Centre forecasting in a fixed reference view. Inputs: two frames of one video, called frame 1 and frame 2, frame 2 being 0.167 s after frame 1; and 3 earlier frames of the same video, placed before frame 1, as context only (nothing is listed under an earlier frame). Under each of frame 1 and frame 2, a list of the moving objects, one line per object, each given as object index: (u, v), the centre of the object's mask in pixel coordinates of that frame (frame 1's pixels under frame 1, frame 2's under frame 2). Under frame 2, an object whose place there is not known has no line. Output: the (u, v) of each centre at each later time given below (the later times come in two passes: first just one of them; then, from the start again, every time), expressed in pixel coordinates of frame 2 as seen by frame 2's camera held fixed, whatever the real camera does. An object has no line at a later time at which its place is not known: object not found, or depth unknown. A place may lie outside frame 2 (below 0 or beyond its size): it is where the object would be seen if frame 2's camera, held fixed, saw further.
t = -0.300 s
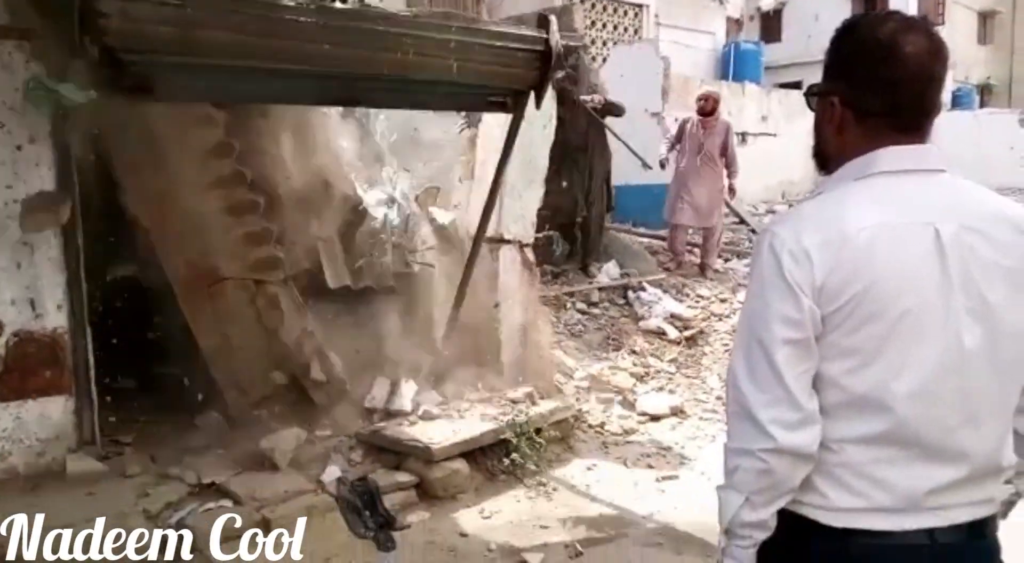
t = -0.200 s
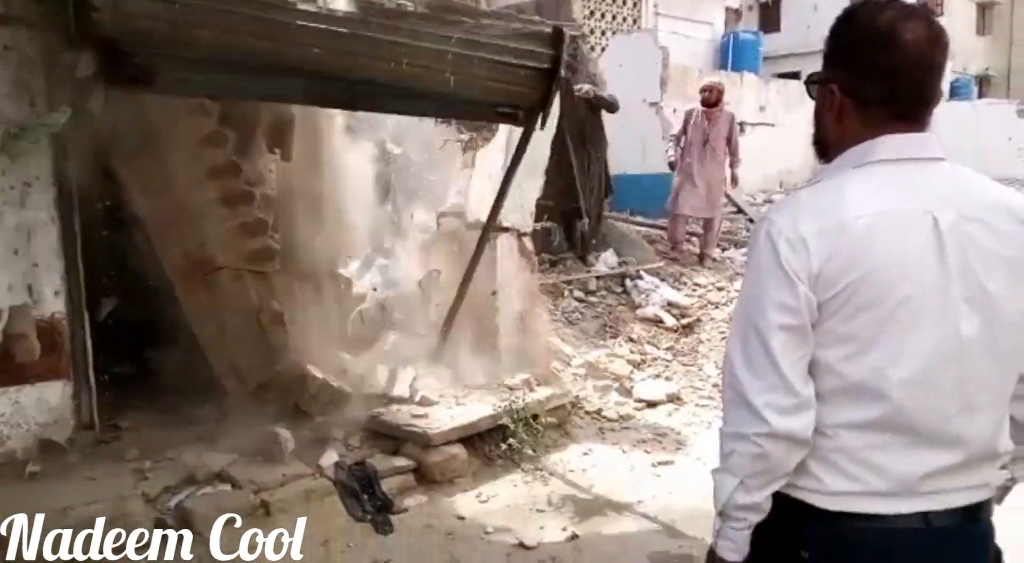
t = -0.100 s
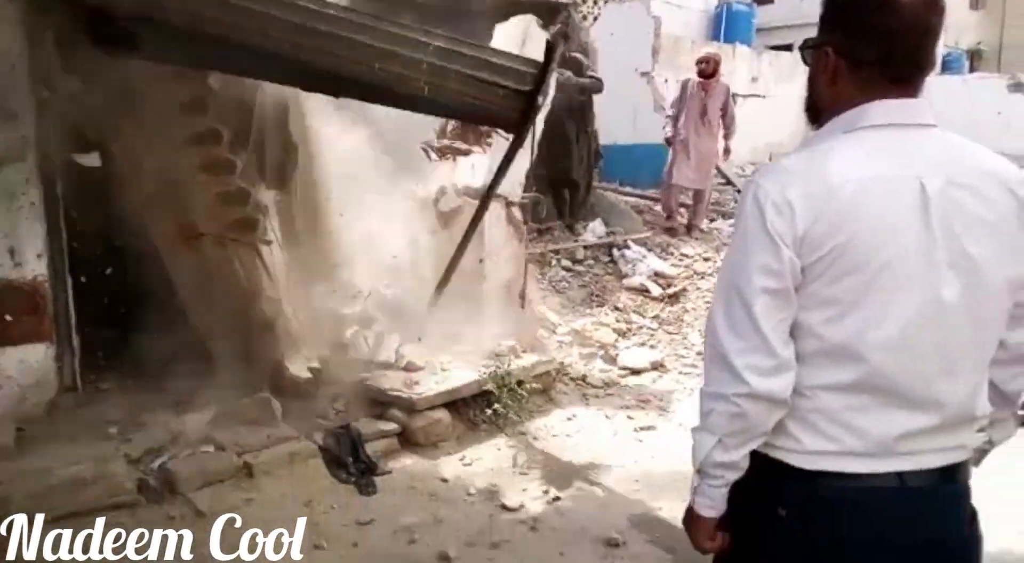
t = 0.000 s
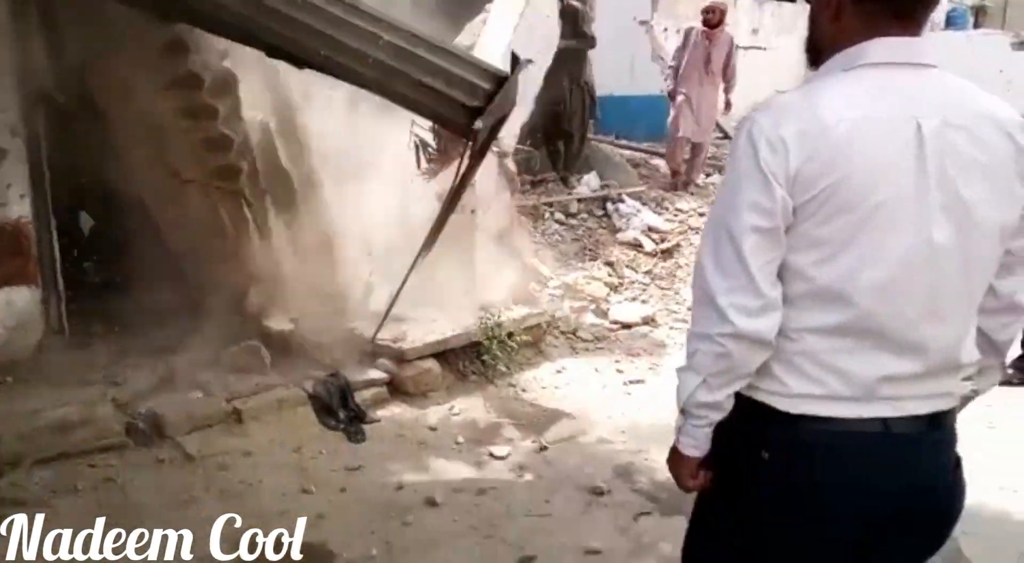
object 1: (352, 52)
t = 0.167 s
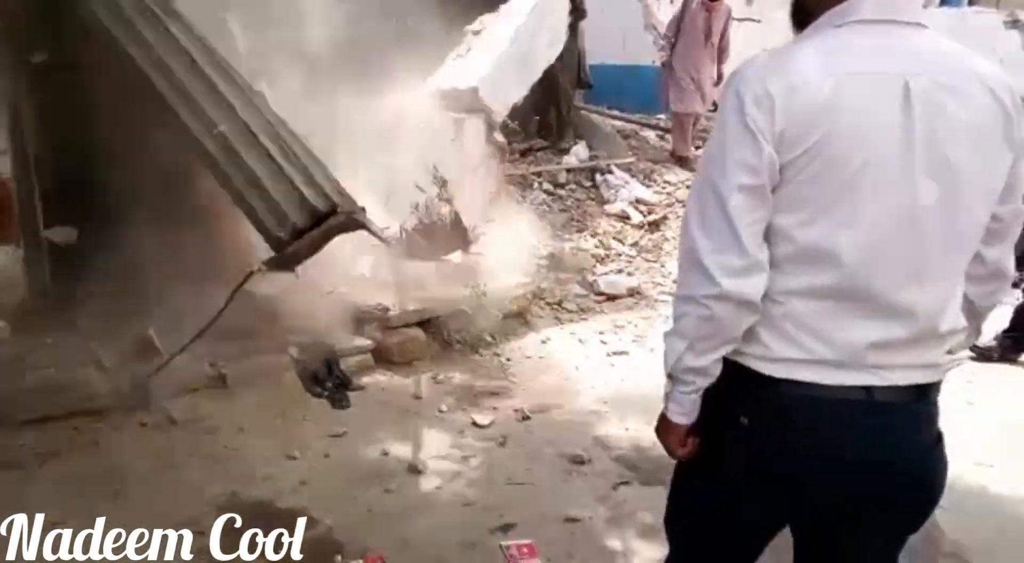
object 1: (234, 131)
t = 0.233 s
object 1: (145, 152)
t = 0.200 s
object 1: (193, 149)
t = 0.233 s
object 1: (145, 152)
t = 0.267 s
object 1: (111, 154)
